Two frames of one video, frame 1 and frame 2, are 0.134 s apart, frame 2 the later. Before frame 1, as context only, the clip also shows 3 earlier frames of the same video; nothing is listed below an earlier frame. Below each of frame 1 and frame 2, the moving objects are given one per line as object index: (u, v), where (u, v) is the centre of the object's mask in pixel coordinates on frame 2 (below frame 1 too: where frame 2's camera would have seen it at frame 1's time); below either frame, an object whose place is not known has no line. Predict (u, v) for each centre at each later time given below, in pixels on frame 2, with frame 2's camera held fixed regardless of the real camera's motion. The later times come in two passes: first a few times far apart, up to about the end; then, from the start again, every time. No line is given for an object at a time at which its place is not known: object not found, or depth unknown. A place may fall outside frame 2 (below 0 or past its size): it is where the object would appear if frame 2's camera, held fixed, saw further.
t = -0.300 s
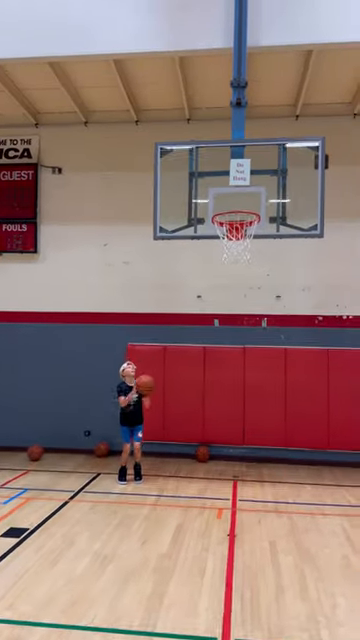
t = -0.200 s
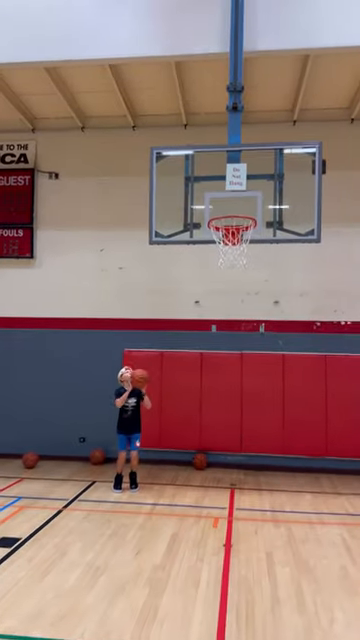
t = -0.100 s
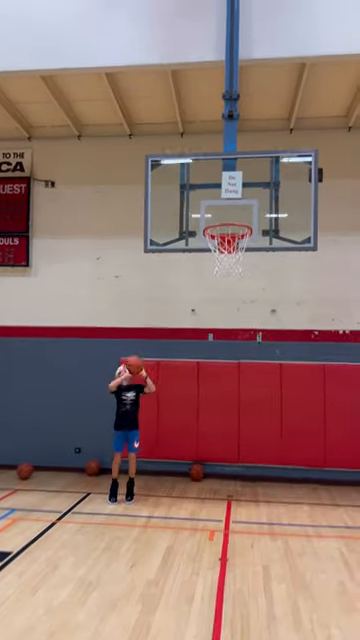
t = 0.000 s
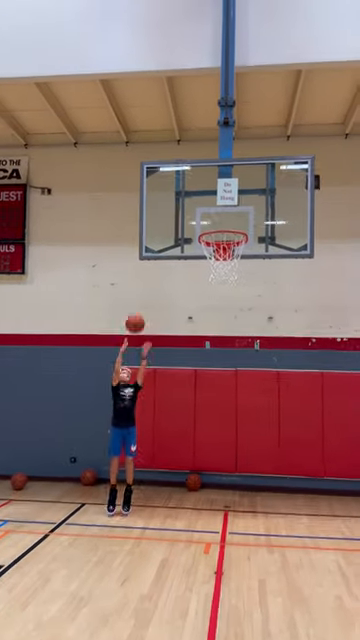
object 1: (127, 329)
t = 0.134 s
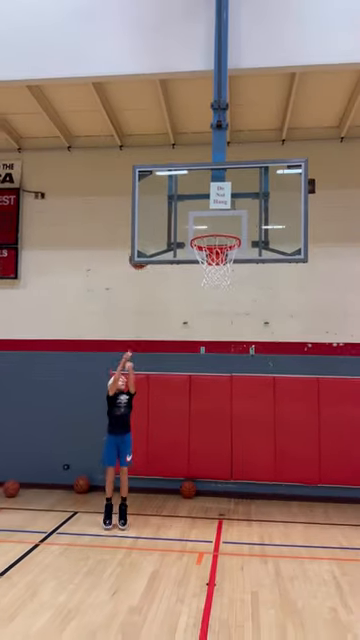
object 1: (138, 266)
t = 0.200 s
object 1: (145, 229)
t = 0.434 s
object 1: (164, 150)
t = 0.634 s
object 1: (179, 116)
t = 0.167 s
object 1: (144, 243)
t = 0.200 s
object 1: (145, 229)
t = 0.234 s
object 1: (147, 216)
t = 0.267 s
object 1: (149, 202)
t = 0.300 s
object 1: (151, 190)
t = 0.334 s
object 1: (155, 180)
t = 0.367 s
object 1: (157, 170)
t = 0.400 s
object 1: (160, 156)
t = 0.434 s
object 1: (164, 150)
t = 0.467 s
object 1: (167, 142)
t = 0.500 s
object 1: (168, 136)
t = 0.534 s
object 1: (172, 129)
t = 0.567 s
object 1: (175, 124)
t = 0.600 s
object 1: (177, 120)
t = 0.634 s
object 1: (179, 116)
